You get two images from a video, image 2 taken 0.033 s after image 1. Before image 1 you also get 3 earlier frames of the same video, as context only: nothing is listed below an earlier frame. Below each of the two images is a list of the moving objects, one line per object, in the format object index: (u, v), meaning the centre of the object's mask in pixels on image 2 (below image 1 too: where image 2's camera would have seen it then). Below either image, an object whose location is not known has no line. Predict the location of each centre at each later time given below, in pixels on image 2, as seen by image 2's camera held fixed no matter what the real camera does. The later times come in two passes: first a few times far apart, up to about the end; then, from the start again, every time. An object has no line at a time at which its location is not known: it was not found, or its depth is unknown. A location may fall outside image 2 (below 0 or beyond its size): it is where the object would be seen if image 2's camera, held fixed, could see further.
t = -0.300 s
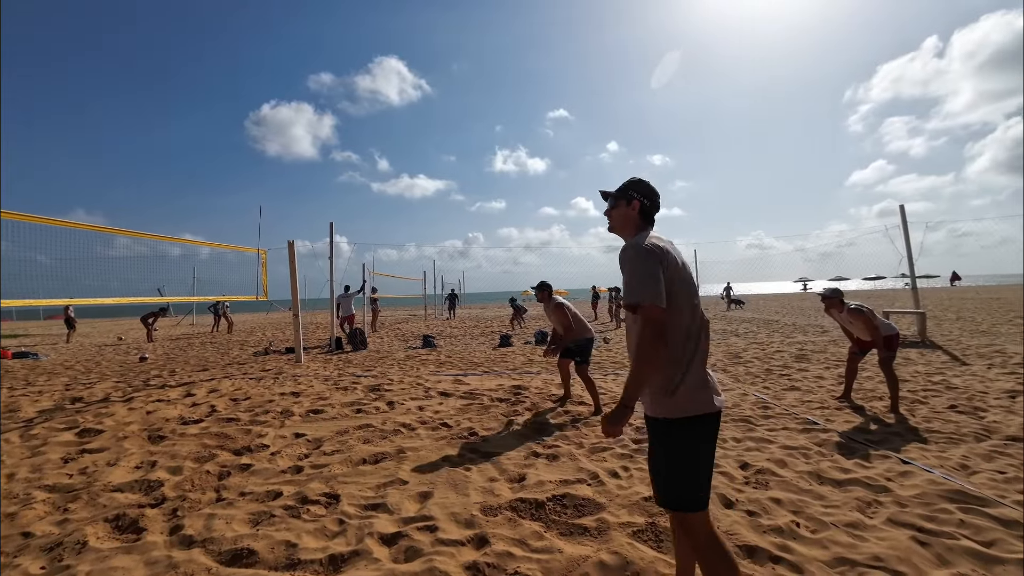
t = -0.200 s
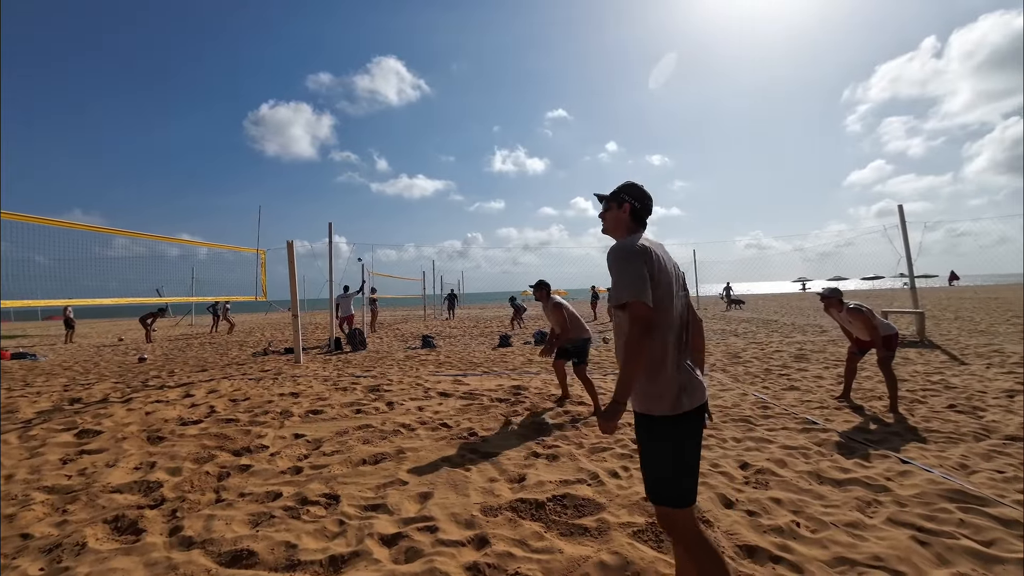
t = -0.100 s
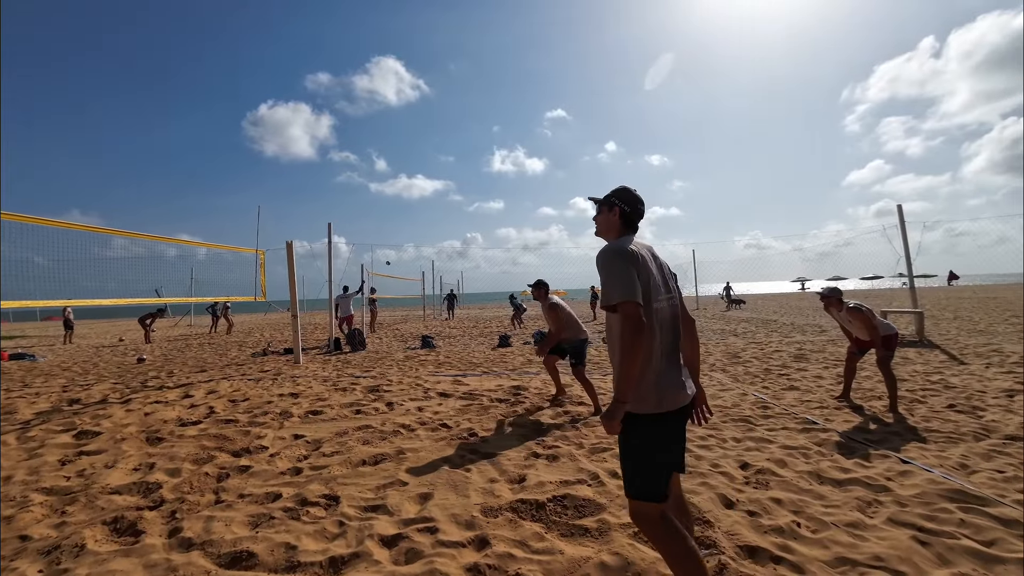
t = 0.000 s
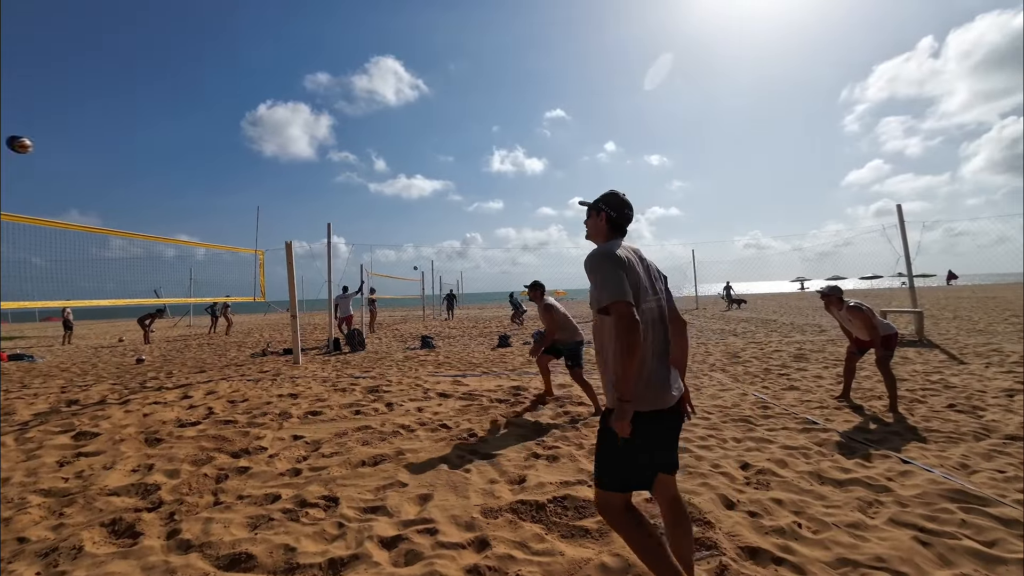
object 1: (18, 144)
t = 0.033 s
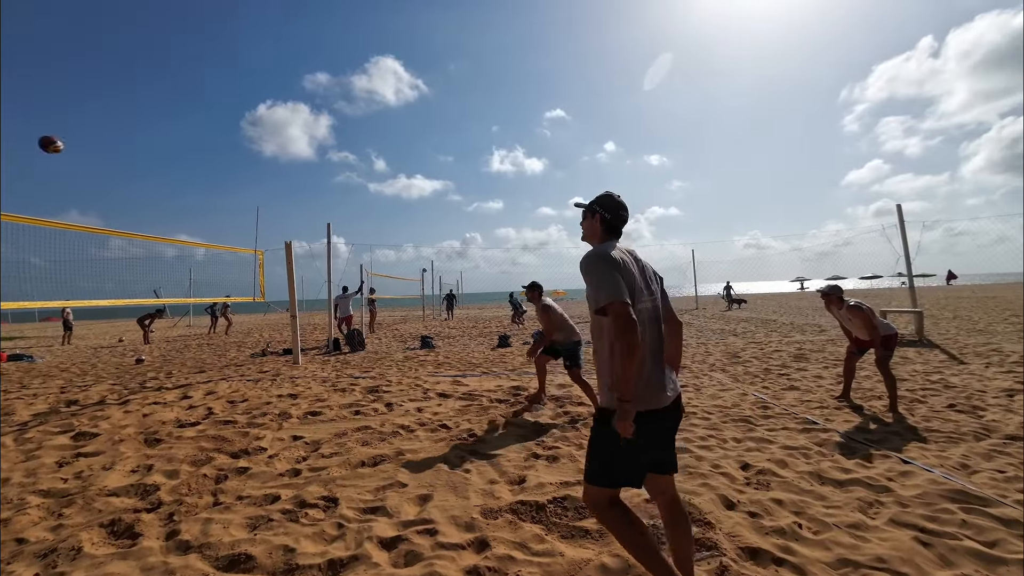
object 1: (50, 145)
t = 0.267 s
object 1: (258, 170)
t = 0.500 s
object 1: (433, 231)
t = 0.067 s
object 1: (82, 146)
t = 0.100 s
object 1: (113, 148)
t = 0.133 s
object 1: (143, 151)
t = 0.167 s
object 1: (173, 154)
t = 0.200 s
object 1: (202, 159)
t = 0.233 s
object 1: (230, 164)
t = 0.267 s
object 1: (258, 170)
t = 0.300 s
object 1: (285, 176)
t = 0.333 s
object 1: (311, 184)
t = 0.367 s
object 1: (337, 192)
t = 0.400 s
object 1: (361, 201)
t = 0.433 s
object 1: (386, 210)
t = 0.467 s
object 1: (410, 220)
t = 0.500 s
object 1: (433, 231)
